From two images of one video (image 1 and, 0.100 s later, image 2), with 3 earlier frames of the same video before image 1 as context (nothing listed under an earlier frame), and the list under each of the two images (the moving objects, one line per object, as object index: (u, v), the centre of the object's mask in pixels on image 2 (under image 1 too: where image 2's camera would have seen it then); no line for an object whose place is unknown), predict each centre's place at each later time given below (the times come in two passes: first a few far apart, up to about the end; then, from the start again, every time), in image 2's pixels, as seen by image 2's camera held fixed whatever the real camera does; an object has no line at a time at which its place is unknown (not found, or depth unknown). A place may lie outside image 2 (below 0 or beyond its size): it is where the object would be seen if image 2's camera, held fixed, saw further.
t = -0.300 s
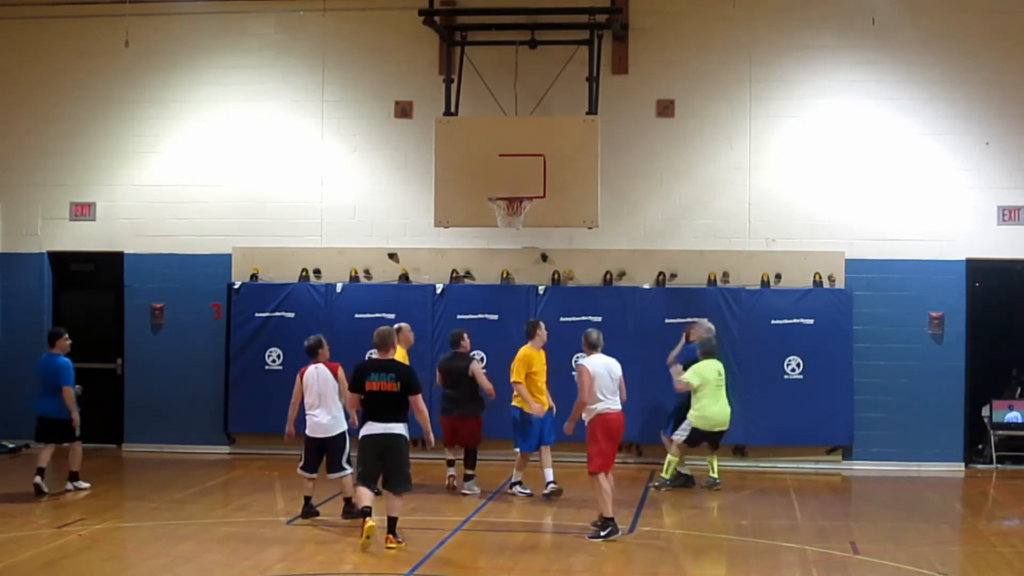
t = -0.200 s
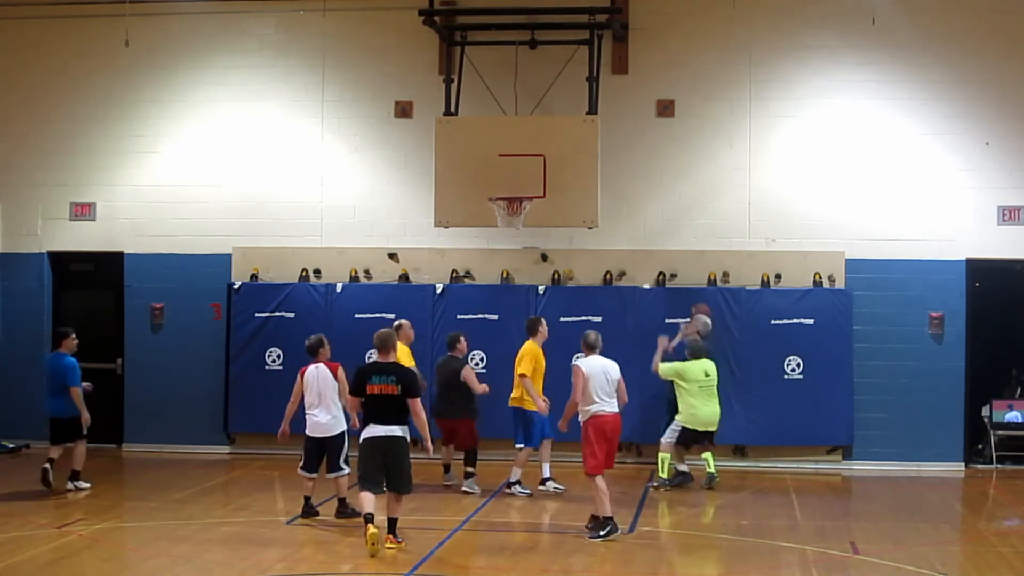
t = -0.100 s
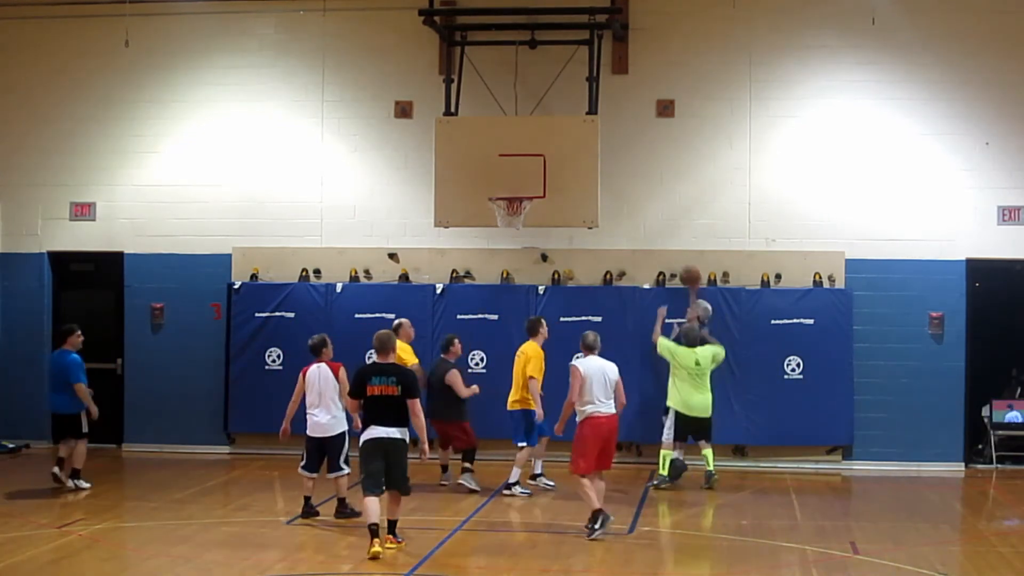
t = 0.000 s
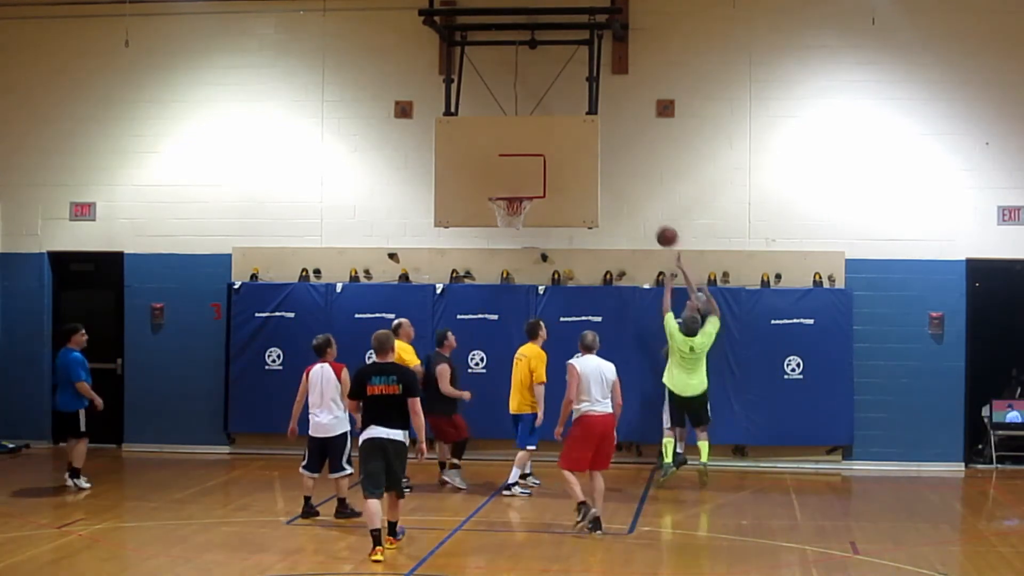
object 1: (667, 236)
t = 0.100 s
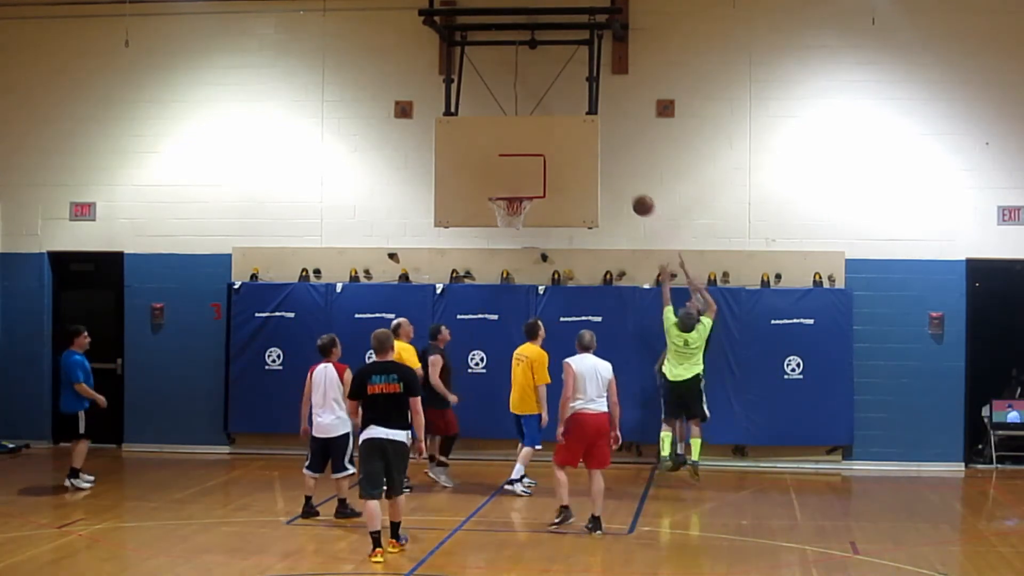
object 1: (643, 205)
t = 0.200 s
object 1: (619, 183)
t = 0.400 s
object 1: (571, 165)
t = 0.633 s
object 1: (515, 189)
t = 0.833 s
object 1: (498, 224)
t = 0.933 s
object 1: (507, 232)
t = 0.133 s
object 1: (635, 197)
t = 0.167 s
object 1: (627, 189)
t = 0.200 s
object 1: (619, 183)
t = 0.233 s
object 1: (611, 177)
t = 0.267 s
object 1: (603, 173)
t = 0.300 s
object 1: (595, 169)
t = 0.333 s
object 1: (587, 167)
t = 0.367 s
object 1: (579, 165)
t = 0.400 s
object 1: (571, 165)
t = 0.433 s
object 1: (563, 165)
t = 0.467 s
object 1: (556, 166)
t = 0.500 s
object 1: (548, 169)
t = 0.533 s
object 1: (539, 173)
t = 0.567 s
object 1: (531, 177)
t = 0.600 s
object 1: (523, 183)
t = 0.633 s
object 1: (515, 189)
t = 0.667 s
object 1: (507, 194)
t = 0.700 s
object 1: (496, 209)
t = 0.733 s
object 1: (495, 213)
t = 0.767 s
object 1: (493, 215)
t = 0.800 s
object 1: (494, 216)
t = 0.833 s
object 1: (498, 224)
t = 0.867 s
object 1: (501, 225)
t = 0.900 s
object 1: (504, 227)
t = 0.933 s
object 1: (507, 232)
